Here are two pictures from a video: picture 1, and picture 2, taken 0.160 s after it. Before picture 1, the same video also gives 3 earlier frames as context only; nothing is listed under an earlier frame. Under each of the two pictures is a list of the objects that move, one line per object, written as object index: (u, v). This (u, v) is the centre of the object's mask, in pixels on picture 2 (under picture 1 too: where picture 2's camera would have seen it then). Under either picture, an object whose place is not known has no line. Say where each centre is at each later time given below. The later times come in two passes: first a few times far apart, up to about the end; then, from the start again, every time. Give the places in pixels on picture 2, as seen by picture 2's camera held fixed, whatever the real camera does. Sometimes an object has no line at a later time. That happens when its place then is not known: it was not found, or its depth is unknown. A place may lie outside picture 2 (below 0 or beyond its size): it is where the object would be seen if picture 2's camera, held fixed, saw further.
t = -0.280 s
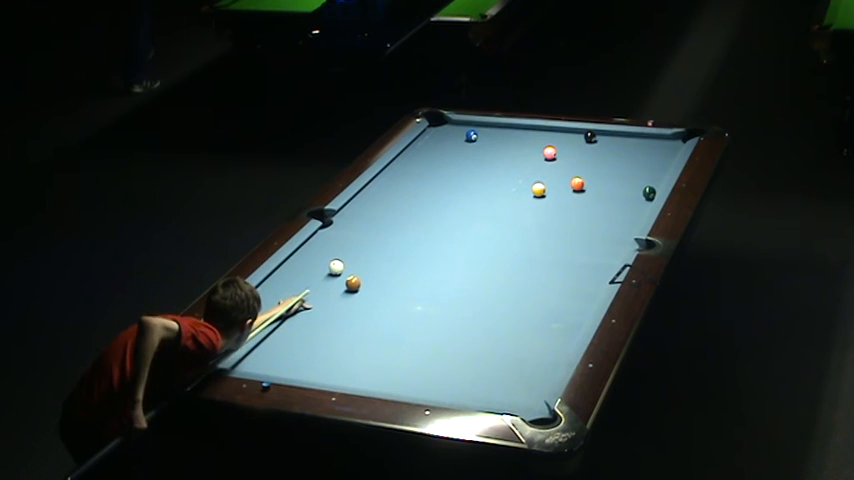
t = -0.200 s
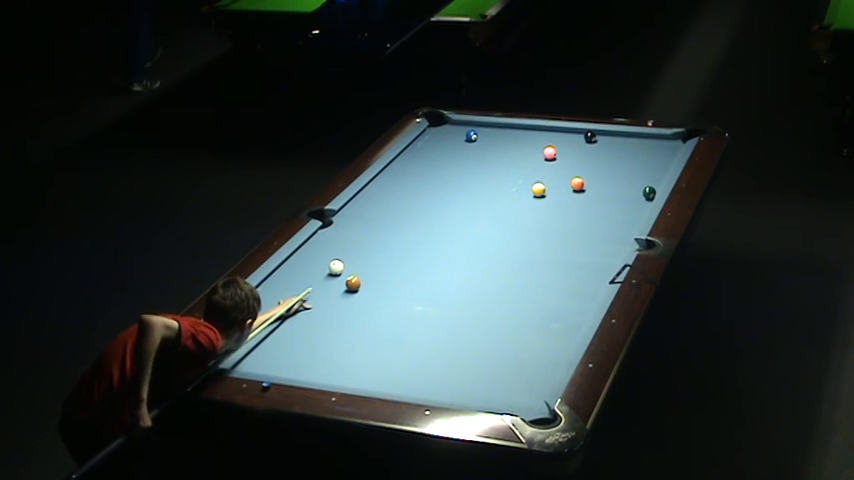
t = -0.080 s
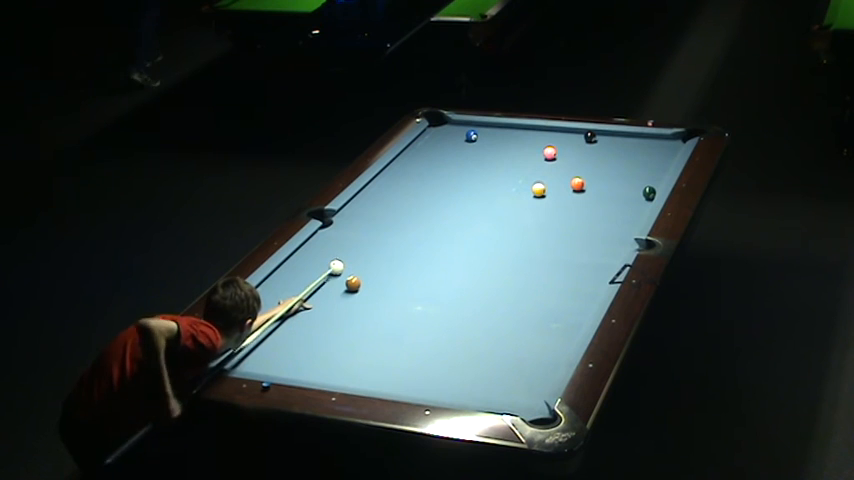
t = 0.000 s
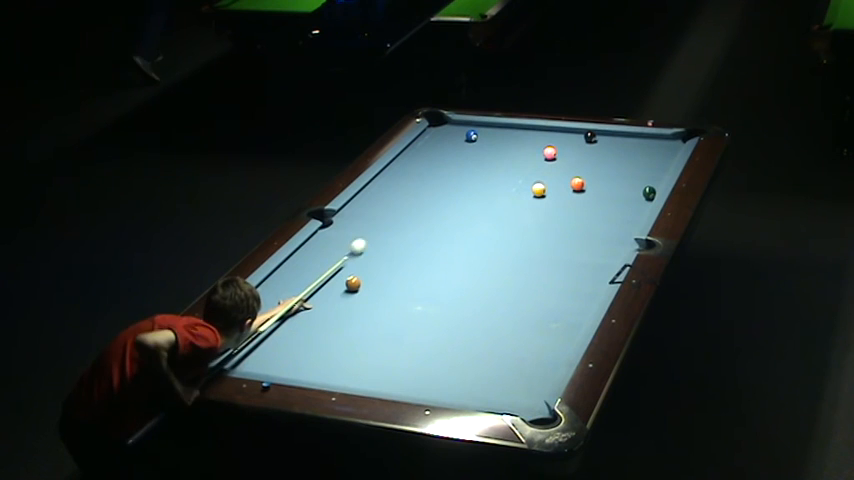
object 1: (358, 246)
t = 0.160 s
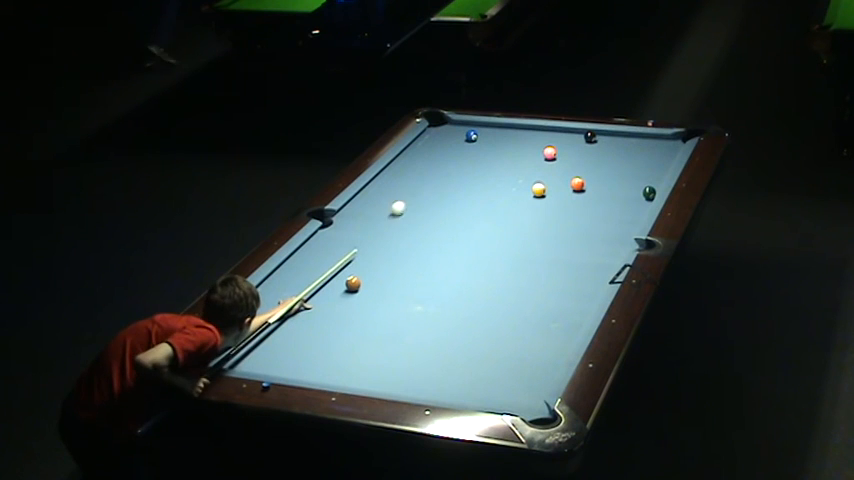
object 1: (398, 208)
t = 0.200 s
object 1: (406, 199)
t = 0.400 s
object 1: (448, 159)
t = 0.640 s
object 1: (479, 138)
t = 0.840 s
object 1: (498, 131)
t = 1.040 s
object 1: (510, 127)
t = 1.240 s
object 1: (512, 132)
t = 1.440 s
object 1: (513, 138)
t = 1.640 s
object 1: (515, 143)
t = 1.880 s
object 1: (517, 148)
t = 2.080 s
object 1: (518, 152)
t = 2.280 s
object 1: (520, 157)
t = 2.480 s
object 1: (521, 161)
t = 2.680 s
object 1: (522, 165)
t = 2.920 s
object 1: (524, 169)
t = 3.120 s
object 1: (525, 172)
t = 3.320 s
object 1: (526, 176)
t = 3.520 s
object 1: (527, 179)
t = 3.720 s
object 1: (527, 181)
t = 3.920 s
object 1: (528, 184)
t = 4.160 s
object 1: (527, 187)
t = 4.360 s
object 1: (526, 188)
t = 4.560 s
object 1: (526, 188)
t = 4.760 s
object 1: (525, 189)
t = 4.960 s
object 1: (524, 189)
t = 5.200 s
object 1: (524, 189)
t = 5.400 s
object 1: (524, 189)
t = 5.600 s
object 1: (524, 189)
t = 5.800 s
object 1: (524, 189)
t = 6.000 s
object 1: (524, 189)
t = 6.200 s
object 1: (524, 189)
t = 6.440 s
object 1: (524, 189)
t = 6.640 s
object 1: (524, 189)
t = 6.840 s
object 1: (524, 189)
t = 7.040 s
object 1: (524, 189)
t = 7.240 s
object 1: (524, 189)
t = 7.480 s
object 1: (524, 188)
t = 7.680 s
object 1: (524, 189)
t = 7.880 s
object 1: (524, 189)
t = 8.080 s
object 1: (525, 189)
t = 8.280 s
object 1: (524, 189)
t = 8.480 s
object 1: (525, 189)
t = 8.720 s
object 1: (525, 189)
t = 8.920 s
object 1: (525, 189)
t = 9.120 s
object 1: (524, 189)
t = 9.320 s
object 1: (524, 189)
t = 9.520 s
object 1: (525, 189)
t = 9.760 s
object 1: (524, 189)
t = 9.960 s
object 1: (525, 189)
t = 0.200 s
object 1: (406, 199)
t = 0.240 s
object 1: (415, 191)
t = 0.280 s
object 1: (424, 182)
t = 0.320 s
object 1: (432, 175)
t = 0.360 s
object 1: (440, 167)
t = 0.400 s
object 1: (448, 159)
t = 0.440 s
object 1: (455, 153)
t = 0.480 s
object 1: (462, 146)
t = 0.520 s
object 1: (469, 139)
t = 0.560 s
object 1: (472, 139)
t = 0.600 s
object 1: (476, 139)
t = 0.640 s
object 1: (479, 138)
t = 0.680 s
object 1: (483, 136)
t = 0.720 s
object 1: (487, 135)
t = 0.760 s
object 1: (490, 134)
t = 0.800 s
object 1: (494, 132)
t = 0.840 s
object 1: (498, 131)
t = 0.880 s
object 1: (502, 129)
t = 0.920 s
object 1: (505, 127)
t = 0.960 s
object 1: (509, 126)
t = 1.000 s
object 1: (510, 126)
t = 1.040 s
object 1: (510, 127)
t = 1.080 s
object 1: (511, 128)
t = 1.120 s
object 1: (511, 129)
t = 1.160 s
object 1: (511, 130)
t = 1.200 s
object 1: (512, 132)
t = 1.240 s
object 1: (512, 132)
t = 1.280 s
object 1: (512, 134)
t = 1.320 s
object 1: (513, 135)
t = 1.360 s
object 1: (513, 136)
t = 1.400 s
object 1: (513, 137)
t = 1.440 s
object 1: (513, 138)
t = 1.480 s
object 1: (514, 138)
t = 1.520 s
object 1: (514, 140)
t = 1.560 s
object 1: (515, 140)
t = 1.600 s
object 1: (515, 142)
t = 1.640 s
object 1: (515, 143)
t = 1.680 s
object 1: (515, 143)
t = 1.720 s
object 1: (516, 144)
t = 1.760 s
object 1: (516, 145)
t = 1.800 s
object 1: (516, 146)
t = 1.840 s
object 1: (517, 147)
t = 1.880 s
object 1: (517, 148)
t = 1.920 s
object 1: (517, 149)
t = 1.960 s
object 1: (518, 149)
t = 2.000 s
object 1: (518, 151)
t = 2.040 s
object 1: (518, 152)
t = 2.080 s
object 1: (518, 152)
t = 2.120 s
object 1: (519, 153)
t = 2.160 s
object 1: (519, 154)
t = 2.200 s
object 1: (519, 155)
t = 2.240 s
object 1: (520, 156)
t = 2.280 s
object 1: (520, 157)
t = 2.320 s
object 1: (520, 158)
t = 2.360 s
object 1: (520, 158)
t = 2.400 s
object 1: (520, 159)
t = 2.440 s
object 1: (521, 160)
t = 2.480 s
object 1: (521, 161)
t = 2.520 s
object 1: (521, 162)
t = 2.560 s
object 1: (521, 163)
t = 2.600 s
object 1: (522, 163)
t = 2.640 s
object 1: (522, 165)
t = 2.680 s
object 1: (522, 165)
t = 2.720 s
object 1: (522, 166)
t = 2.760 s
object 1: (523, 166)
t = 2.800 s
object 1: (523, 167)
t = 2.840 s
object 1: (523, 168)
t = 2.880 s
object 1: (524, 168)
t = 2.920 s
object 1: (524, 169)
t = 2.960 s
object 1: (524, 170)
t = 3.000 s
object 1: (524, 170)
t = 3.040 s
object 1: (525, 171)
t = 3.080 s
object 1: (525, 172)
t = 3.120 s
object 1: (525, 172)
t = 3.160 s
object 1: (525, 173)
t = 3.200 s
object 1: (525, 174)
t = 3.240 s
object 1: (526, 174)
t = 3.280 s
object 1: (526, 176)
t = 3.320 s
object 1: (526, 176)
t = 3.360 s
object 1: (526, 177)
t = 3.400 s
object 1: (526, 177)
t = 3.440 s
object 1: (527, 178)
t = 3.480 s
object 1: (527, 179)
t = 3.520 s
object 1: (527, 179)
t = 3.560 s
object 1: (527, 180)
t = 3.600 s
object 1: (527, 180)
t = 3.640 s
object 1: (527, 181)
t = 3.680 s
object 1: (527, 181)
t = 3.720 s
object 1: (527, 181)
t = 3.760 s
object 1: (527, 182)
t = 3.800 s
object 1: (528, 183)
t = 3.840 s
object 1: (527, 183)
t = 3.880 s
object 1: (527, 184)
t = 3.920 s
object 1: (528, 184)
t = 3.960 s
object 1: (528, 185)
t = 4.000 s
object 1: (528, 185)
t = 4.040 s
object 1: (528, 186)
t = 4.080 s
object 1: (528, 186)
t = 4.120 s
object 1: (527, 187)
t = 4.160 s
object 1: (527, 187)
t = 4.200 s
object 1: (527, 187)
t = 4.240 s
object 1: (527, 187)
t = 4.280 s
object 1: (527, 187)
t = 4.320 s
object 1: (527, 188)
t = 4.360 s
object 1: (526, 188)
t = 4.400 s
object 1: (526, 188)
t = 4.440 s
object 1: (526, 188)
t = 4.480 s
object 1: (526, 188)
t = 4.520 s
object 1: (526, 188)
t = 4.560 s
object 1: (526, 188)
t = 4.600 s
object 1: (525, 188)
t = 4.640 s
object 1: (525, 189)
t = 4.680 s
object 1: (525, 189)
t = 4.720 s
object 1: (525, 189)
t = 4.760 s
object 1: (525, 189)
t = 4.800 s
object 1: (525, 189)
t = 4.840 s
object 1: (524, 189)
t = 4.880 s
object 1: (524, 189)
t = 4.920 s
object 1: (524, 189)
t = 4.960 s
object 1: (524, 189)
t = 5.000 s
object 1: (524, 189)
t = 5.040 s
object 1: (524, 189)
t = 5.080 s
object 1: (524, 189)
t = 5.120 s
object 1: (524, 189)
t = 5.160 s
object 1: (524, 189)
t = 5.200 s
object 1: (524, 189)
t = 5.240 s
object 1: (524, 189)
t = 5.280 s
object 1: (524, 189)
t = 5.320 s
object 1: (524, 189)
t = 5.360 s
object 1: (524, 189)
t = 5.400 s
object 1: (524, 189)
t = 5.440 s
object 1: (524, 189)
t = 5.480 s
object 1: (524, 189)
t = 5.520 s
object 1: (524, 189)
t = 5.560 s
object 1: (524, 189)
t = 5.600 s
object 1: (524, 189)
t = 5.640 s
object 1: (524, 189)
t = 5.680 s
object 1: (524, 189)
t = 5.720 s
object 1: (524, 189)
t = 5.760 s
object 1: (524, 189)
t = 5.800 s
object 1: (524, 189)
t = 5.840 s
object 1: (524, 189)
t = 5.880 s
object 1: (524, 189)
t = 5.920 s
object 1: (524, 189)
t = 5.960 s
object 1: (524, 189)
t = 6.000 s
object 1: (524, 189)
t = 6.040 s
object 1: (524, 189)
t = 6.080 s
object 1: (524, 189)
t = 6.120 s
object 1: (525, 189)
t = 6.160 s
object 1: (524, 189)
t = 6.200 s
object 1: (524, 189)
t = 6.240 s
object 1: (524, 189)
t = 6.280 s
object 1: (524, 189)
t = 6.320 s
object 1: (524, 189)
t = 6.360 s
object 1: (524, 189)
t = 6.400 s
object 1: (524, 189)
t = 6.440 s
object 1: (524, 189)
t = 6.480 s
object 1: (524, 189)
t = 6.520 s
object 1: (524, 189)
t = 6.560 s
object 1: (524, 189)
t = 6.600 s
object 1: (524, 189)
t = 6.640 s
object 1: (524, 189)
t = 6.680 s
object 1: (524, 188)
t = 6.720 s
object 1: (524, 189)
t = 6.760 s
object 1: (524, 188)
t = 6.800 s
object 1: (524, 189)
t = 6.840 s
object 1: (524, 189)
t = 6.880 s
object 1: (524, 189)
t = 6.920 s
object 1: (524, 189)
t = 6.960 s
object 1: (525, 189)
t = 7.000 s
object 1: (524, 189)
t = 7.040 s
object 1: (524, 189)
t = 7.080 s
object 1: (524, 189)
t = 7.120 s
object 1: (525, 189)
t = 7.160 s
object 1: (524, 189)
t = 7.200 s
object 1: (524, 189)
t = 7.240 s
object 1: (524, 189)
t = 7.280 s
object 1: (524, 189)
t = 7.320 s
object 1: (524, 189)
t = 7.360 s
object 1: (524, 189)
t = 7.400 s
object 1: (524, 189)
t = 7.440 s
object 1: (524, 189)
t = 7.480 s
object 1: (524, 188)
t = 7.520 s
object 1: (524, 189)
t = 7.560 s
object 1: (524, 189)
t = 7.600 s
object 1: (524, 189)
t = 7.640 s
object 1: (524, 189)
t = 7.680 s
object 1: (524, 189)
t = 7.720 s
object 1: (524, 189)
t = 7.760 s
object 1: (524, 189)
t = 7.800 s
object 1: (524, 189)
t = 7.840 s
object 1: (524, 189)
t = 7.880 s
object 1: (524, 189)
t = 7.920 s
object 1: (524, 189)
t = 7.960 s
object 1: (524, 189)
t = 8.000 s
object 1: (524, 189)
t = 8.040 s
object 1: (525, 189)
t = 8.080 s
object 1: (525, 189)
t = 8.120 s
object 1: (525, 189)
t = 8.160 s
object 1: (525, 189)
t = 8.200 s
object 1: (525, 189)
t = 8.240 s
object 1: (525, 189)
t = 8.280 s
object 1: (524, 189)
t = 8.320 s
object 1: (524, 189)
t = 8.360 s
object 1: (524, 189)
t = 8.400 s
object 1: (525, 189)
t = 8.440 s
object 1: (525, 189)
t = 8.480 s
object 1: (525, 189)
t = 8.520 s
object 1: (525, 189)
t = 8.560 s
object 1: (525, 189)
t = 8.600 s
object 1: (524, 189)
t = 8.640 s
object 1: (525, 189)
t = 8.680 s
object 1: (525, 189)
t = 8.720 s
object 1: (525, 189)
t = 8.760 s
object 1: (524, 189)
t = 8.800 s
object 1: (525, 189)
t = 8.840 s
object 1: (524, 189)
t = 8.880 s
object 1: (525, 189)
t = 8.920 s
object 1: (525, 189)
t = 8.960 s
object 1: (525, 189)
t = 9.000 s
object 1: (525, 189)
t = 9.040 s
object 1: (524, 189)
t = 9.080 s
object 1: (525, 189)
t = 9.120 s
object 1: (524, 189)
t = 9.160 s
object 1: (525, 189)
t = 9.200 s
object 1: (525, 189)
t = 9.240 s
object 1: (524, 189)
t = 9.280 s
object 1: (525, 189)
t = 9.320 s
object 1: (524, 189)
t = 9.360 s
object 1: (525, 189)
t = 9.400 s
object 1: (525, 189)
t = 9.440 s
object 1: (524, 189)
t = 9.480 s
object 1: (525, 189)
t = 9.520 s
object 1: (525, 189)
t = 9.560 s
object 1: (525, 189)
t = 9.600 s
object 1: (524, 189)
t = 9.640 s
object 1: (525, 189)
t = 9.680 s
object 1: (524, 189)
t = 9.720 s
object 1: (524, 189)
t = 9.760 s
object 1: (524, 189)
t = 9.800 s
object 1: (525, 189)
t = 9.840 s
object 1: (525, 189)
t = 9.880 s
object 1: (525, 189)
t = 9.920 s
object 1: (525, 189)
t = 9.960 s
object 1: (525, 189)
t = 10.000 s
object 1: (525, 189)
